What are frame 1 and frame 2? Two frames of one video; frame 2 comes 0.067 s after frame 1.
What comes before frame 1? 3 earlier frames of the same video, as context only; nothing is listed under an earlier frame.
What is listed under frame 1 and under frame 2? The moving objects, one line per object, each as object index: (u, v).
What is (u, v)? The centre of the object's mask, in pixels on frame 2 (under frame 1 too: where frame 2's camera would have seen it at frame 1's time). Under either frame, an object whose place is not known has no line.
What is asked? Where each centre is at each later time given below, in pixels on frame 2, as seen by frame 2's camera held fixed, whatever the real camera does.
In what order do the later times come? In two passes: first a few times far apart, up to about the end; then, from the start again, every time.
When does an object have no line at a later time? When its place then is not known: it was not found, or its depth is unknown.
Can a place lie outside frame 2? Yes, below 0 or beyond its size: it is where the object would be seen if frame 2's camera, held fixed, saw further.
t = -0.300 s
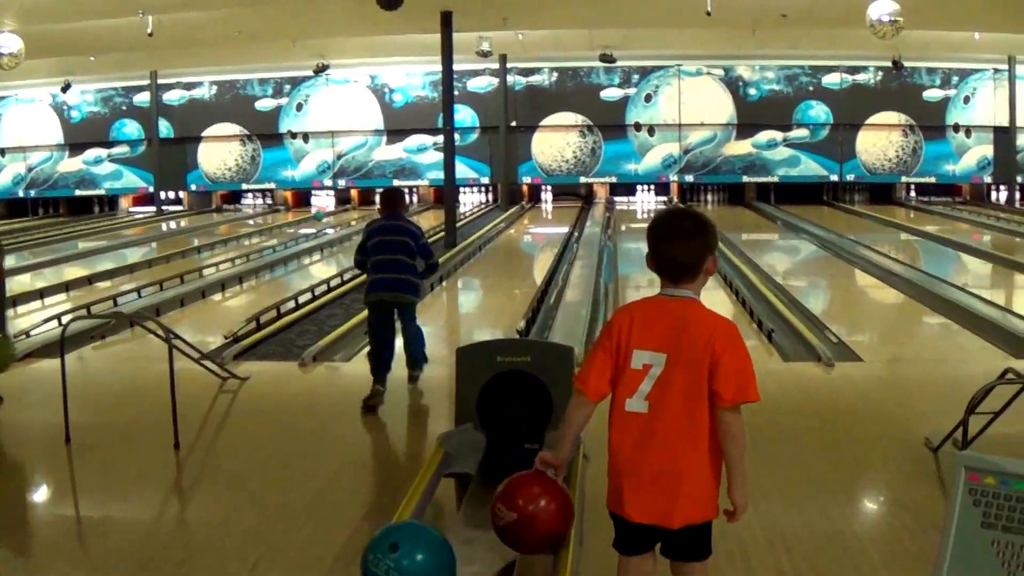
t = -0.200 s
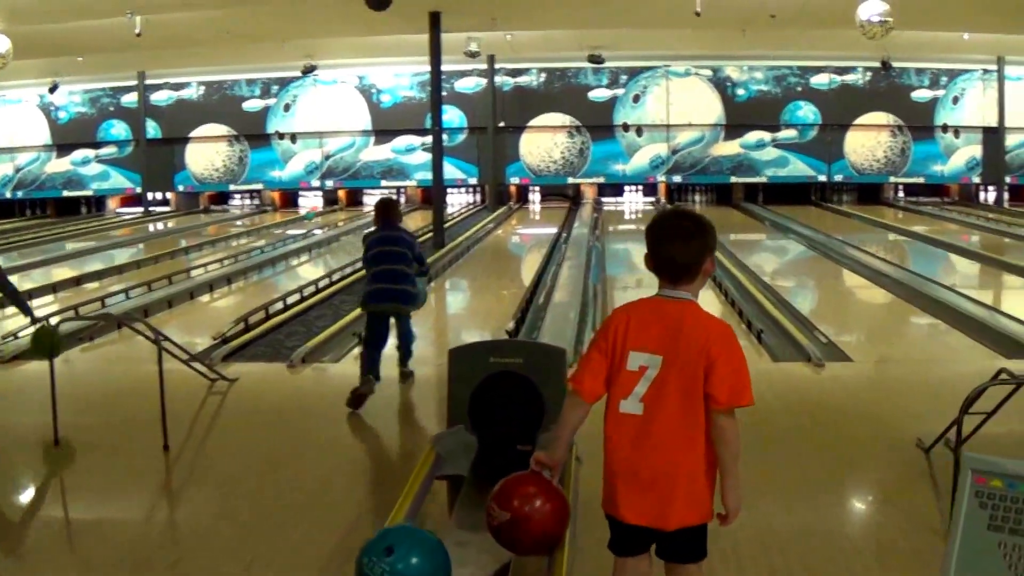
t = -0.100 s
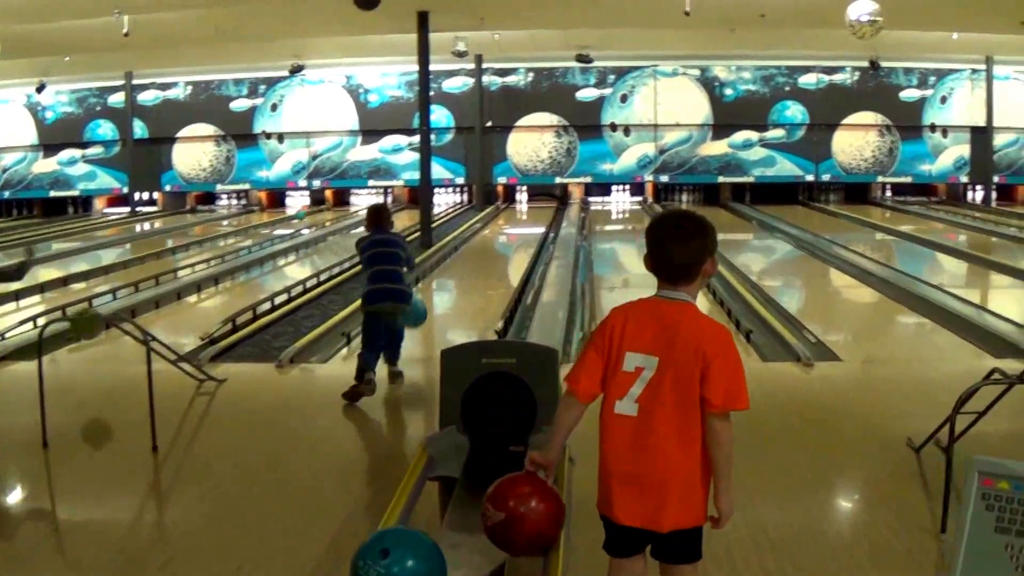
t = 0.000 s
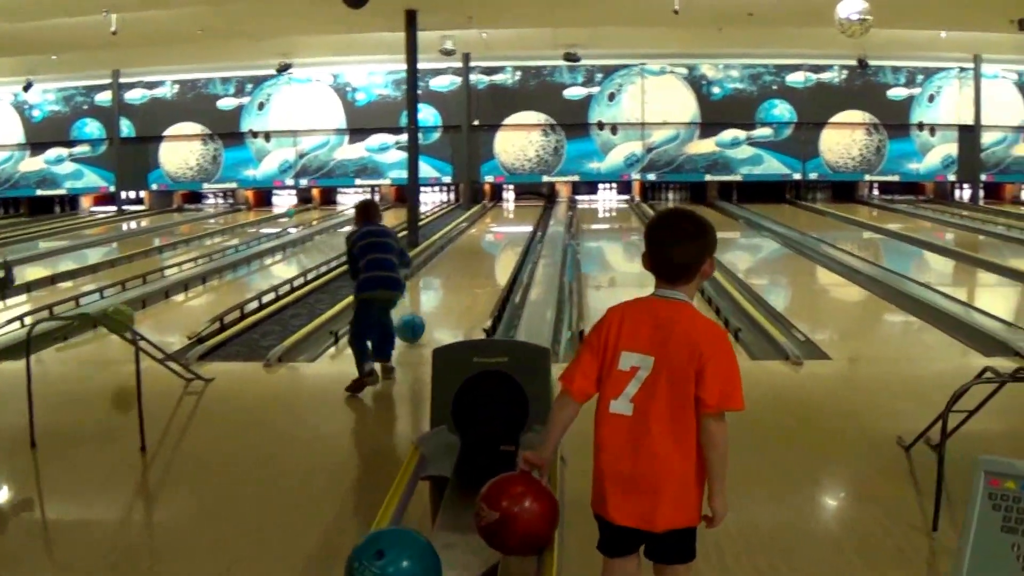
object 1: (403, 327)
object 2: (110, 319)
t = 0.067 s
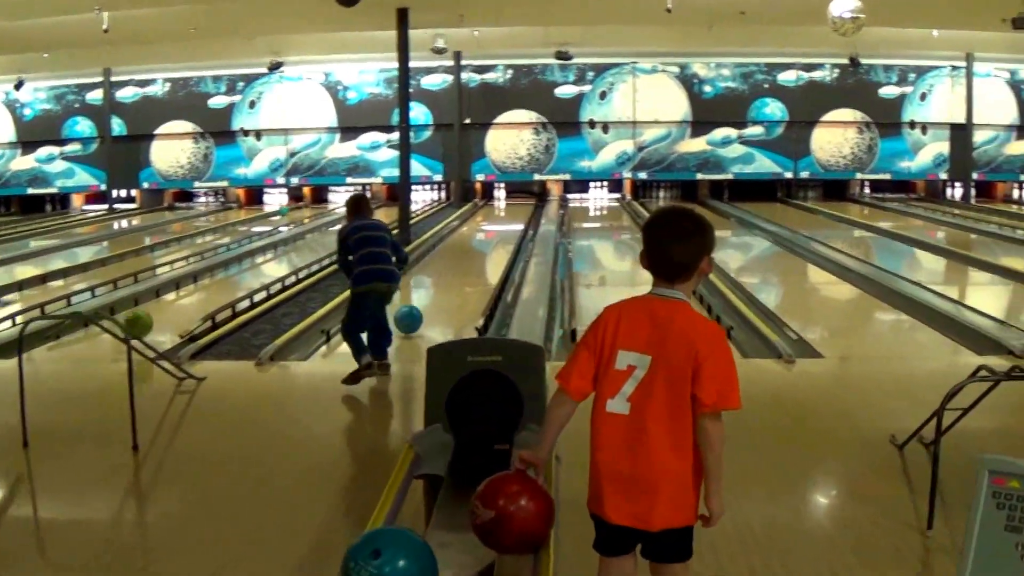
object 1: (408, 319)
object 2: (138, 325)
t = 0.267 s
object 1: (423, 305)
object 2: (208, 303)
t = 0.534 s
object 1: (440, 286)
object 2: (253, 280)
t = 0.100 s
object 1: (411, 318)
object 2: (152, 329)
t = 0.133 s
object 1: (415, 318)
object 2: (165, 324)
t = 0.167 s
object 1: (417, 315)
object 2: (177, 317)
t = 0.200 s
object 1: (419, 311)
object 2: (187, 309)
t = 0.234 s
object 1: (421, 308)
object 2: (198, 304)
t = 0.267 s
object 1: (423, 305)
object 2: (208, 303)
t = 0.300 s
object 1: (425, 303)
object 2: (217, 301)
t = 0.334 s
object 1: (428, 300)
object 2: (223, 300)
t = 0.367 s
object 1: (429, 298)
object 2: (228, 297)
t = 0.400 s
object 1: (432, 295)
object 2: (234, 293)
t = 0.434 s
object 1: (434, 293)
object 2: (239, 290)
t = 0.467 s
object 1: (436, 291)
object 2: (244, 287)
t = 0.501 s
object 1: (438, 289)
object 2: (249, 284)
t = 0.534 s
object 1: (440, 286)
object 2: (253, 280)
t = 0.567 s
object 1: (442, 284)
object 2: (258, 278)
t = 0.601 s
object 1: (444, 282)
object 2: (262, 277)
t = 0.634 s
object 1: (446, 280)
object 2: (265, 274)
